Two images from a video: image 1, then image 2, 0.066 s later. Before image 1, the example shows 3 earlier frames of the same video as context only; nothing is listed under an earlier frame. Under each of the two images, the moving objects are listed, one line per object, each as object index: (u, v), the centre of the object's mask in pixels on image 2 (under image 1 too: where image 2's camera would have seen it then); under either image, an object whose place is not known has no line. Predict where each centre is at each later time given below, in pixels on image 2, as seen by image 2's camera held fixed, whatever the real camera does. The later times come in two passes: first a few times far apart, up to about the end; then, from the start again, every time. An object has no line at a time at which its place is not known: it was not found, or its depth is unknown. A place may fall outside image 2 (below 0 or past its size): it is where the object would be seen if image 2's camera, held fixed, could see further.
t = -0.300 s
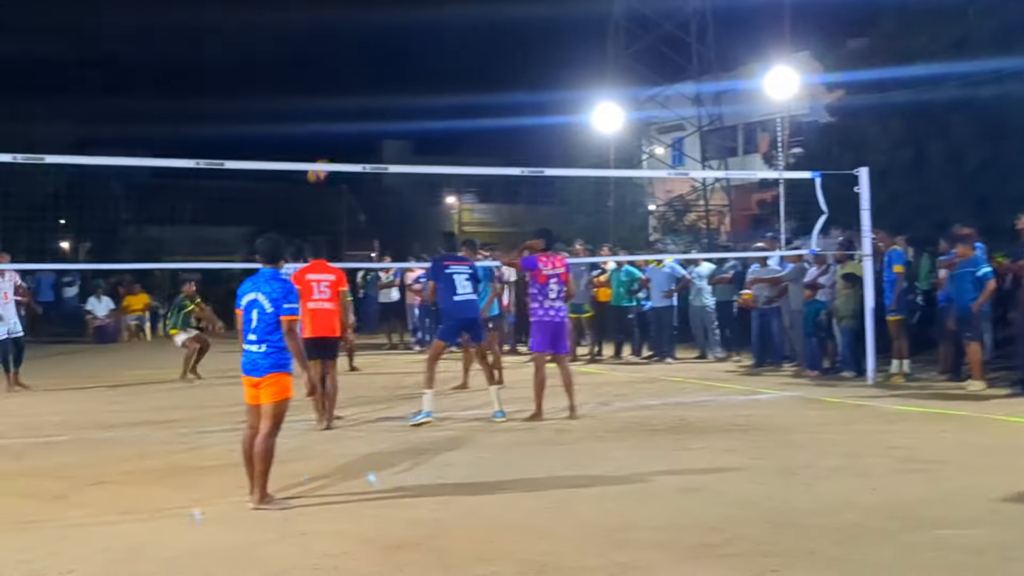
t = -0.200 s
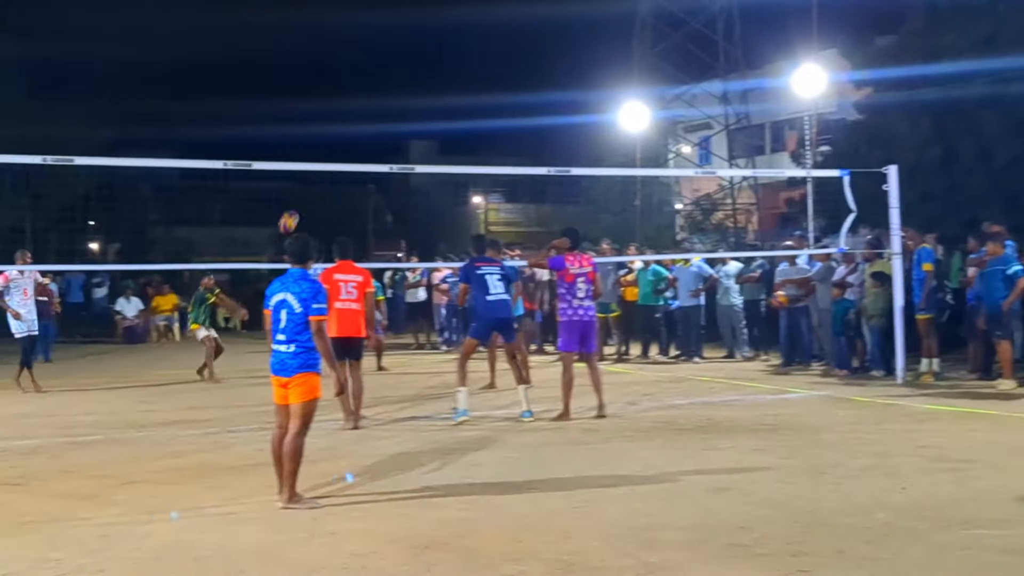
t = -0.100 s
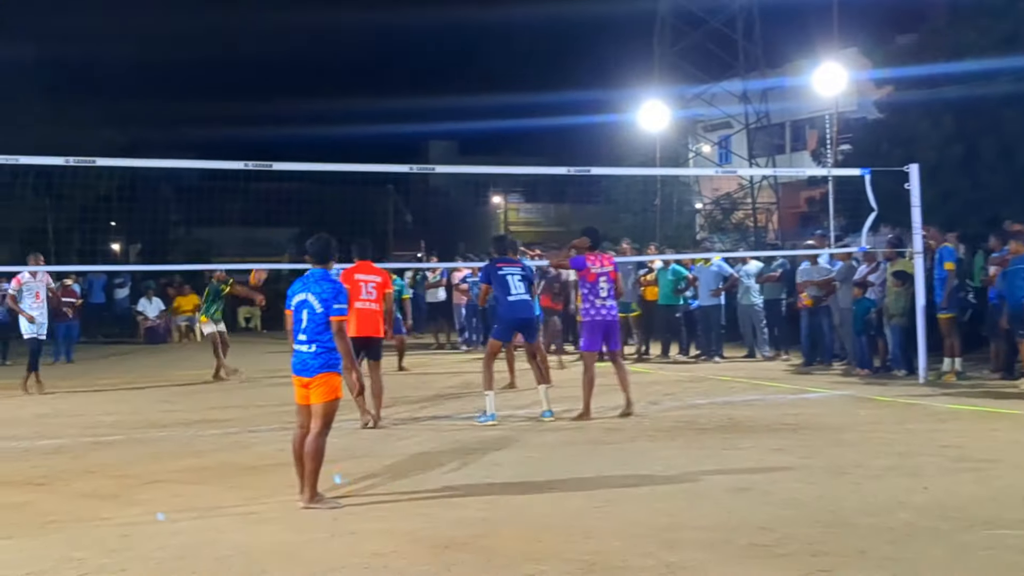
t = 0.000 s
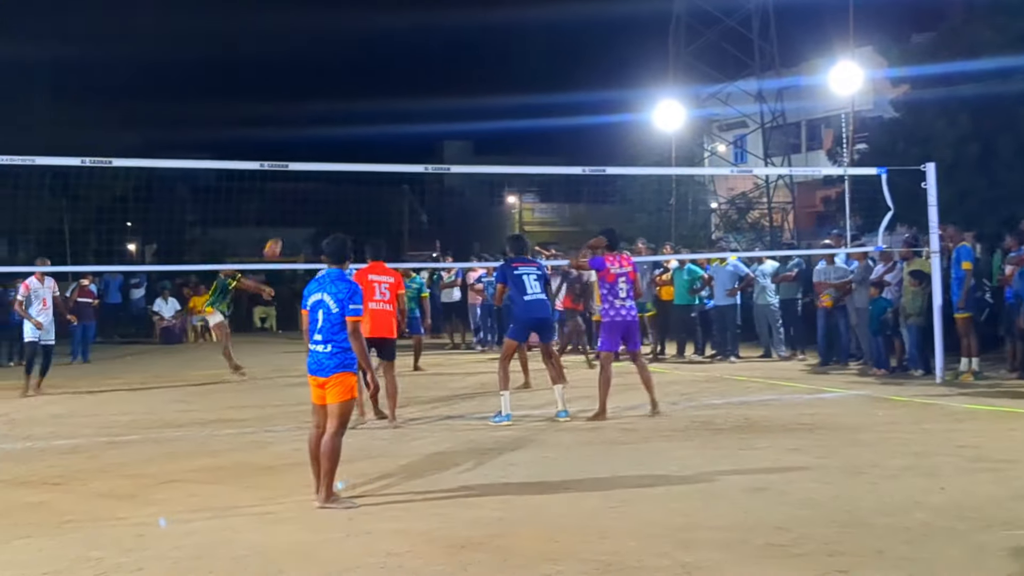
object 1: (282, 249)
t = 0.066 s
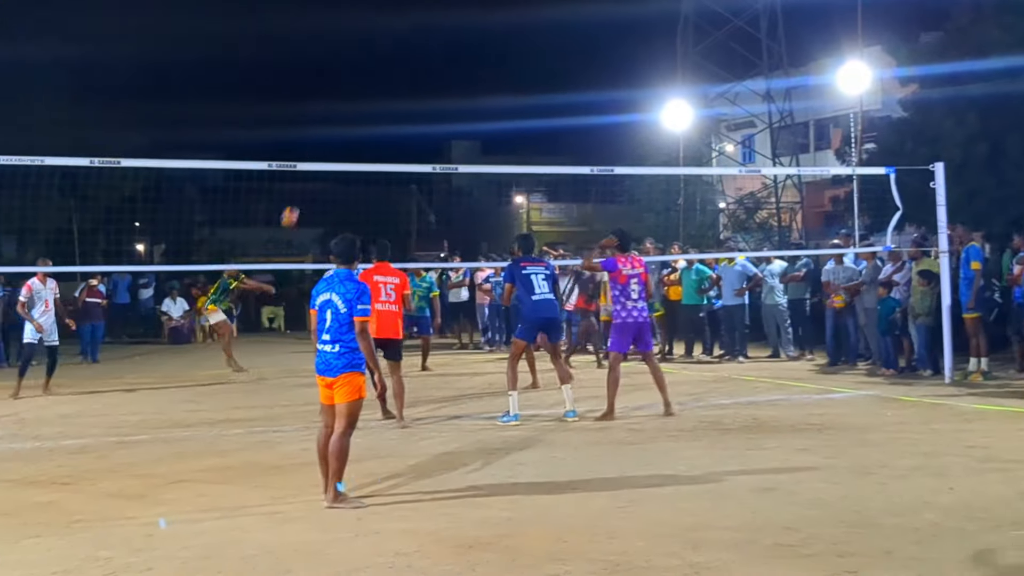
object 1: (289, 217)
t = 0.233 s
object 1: (312, 149)
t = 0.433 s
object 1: (342, 90)
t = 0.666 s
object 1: (384, 58)
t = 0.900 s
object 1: (431, 75)
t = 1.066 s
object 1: (469, 118)
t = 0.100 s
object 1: (294, 202)
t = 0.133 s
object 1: (298, 187)
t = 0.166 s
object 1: (302, 176)
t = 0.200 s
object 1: (309, 156)
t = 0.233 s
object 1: (312, 149)
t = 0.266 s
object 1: (316, 138)
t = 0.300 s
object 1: (321, 127)
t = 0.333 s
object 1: (326, 116)
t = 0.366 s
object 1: (331, 107)
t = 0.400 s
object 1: (337, 98)
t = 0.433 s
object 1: (342, 90)
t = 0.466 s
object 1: (348, 82)
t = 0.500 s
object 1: (353, 76)
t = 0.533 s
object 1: (358, 71)
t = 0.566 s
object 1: (364, 66)
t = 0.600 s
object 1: (370, 63)
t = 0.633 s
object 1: (376, 60)
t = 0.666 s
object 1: (384, 58)
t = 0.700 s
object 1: (390, 57)
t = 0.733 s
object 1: (396, 58)
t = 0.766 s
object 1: (403, 59)
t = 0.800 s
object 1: (410, 61)
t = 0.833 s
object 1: (417, 65)
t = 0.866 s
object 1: (424, 69)
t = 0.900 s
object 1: (431, 75)
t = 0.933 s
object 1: (439, 82)
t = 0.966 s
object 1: (446, 89)
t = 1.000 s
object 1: (453, 98)
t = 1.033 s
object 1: (461, 108)
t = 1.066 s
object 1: (469, 118)
